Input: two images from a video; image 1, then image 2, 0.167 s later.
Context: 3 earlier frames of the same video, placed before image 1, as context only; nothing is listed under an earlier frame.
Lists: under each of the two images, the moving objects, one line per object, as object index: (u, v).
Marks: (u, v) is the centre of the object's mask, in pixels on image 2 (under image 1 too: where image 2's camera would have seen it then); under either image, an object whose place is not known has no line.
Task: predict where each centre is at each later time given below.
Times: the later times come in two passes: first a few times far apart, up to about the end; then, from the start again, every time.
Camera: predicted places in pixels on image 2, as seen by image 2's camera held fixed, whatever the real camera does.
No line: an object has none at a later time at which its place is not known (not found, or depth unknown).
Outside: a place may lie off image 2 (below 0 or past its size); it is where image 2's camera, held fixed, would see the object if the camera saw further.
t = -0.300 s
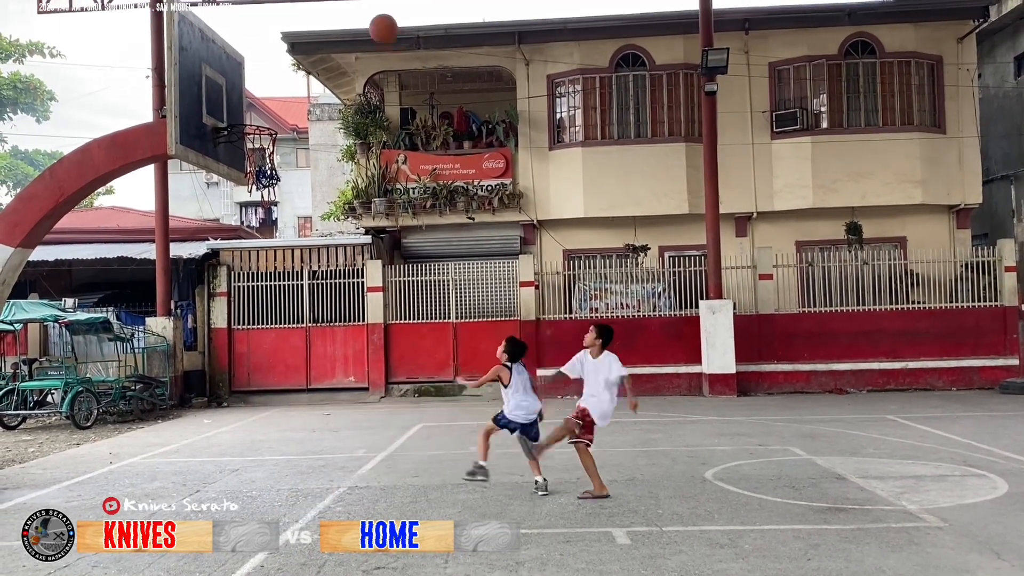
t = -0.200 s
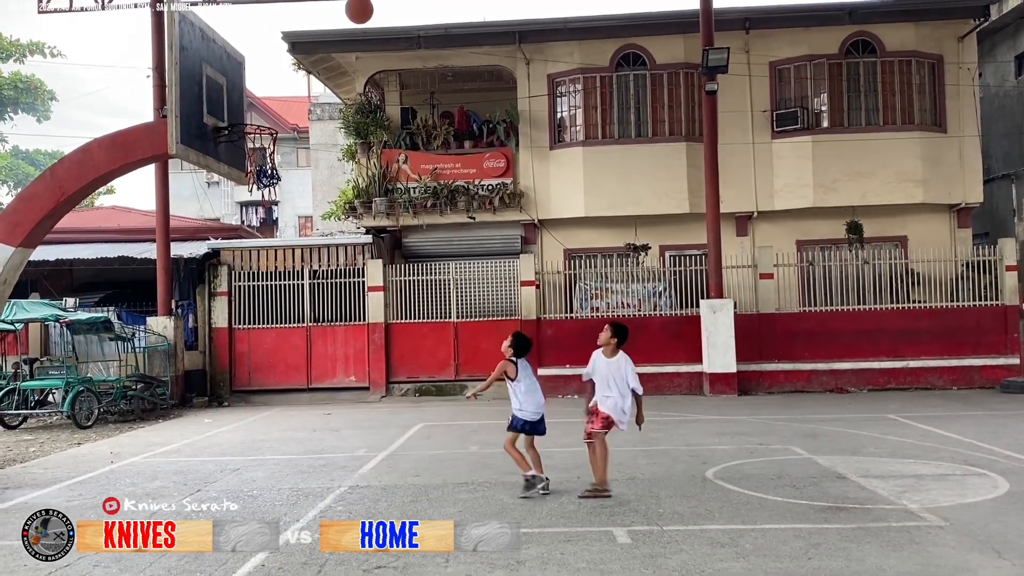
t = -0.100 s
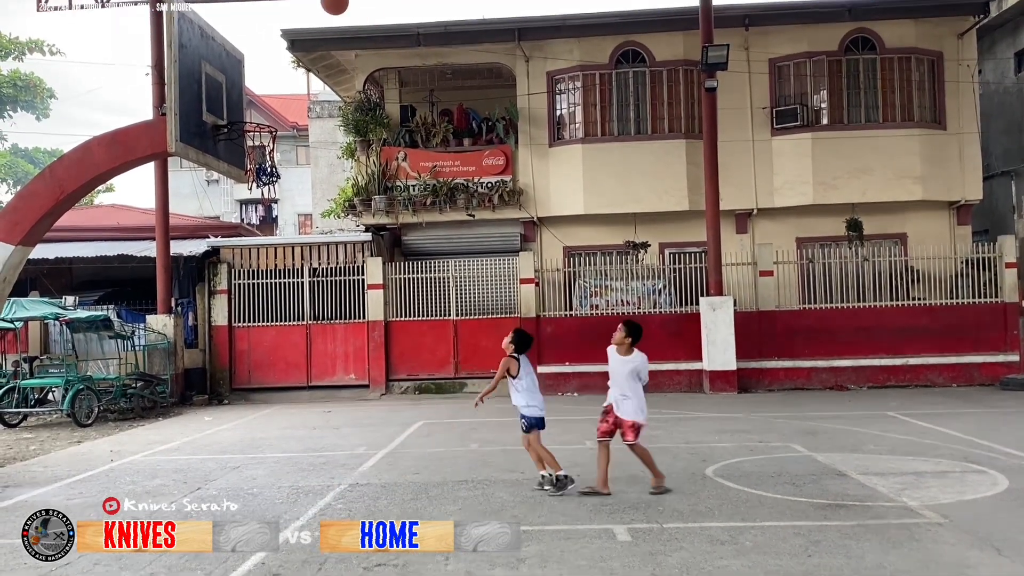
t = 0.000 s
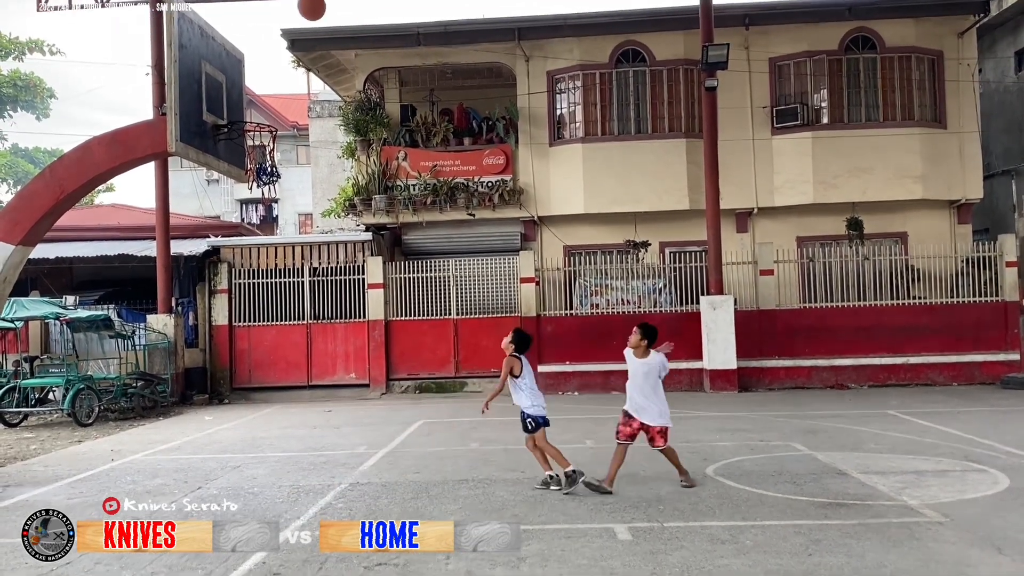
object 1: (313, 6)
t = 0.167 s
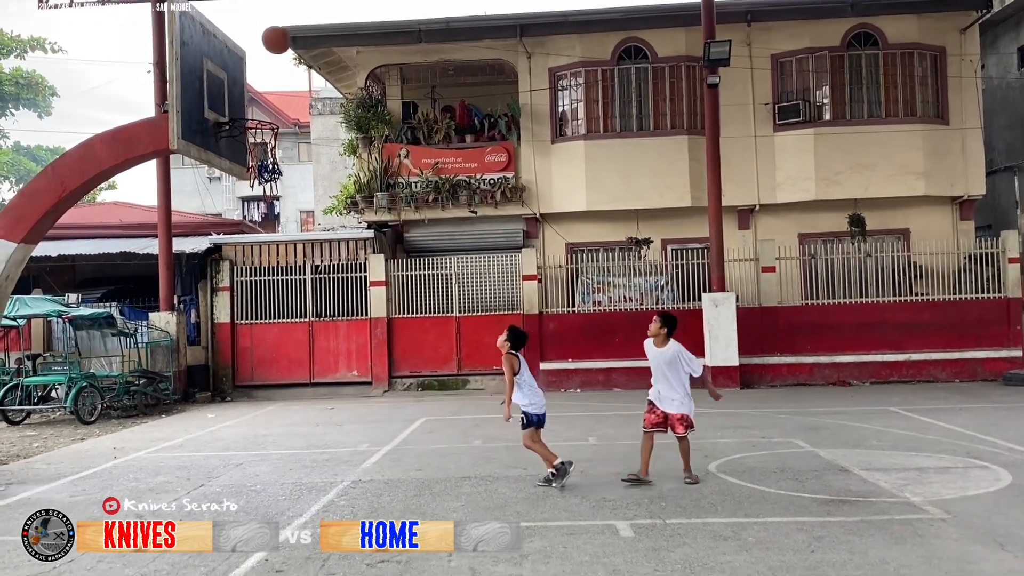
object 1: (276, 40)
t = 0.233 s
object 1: (262, 63)
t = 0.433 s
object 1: (221, 164)
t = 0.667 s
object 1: (175, 337)
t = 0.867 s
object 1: (143, 448)
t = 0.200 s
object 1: (269, 51)
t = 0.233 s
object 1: (262, 63)
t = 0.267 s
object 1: (254, 77)
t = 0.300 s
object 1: (248, 92)
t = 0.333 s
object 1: (240, 108)
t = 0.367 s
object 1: (233, 126)
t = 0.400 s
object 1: (228, 145)
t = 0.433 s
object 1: (221, 164)
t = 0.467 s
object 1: (214, 185)
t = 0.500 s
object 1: (208, 208)
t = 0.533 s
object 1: (201, 231)
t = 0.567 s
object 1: (195, 257)
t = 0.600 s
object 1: (189, 282)
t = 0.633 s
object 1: (183, 308)
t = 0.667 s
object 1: (175, 337)
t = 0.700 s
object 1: (168, 366)
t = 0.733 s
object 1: (163, 397)
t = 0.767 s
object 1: (155, 428)
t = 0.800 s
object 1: (148, 462)
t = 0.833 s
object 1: (143, 474)
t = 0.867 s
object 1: (143, 448)
